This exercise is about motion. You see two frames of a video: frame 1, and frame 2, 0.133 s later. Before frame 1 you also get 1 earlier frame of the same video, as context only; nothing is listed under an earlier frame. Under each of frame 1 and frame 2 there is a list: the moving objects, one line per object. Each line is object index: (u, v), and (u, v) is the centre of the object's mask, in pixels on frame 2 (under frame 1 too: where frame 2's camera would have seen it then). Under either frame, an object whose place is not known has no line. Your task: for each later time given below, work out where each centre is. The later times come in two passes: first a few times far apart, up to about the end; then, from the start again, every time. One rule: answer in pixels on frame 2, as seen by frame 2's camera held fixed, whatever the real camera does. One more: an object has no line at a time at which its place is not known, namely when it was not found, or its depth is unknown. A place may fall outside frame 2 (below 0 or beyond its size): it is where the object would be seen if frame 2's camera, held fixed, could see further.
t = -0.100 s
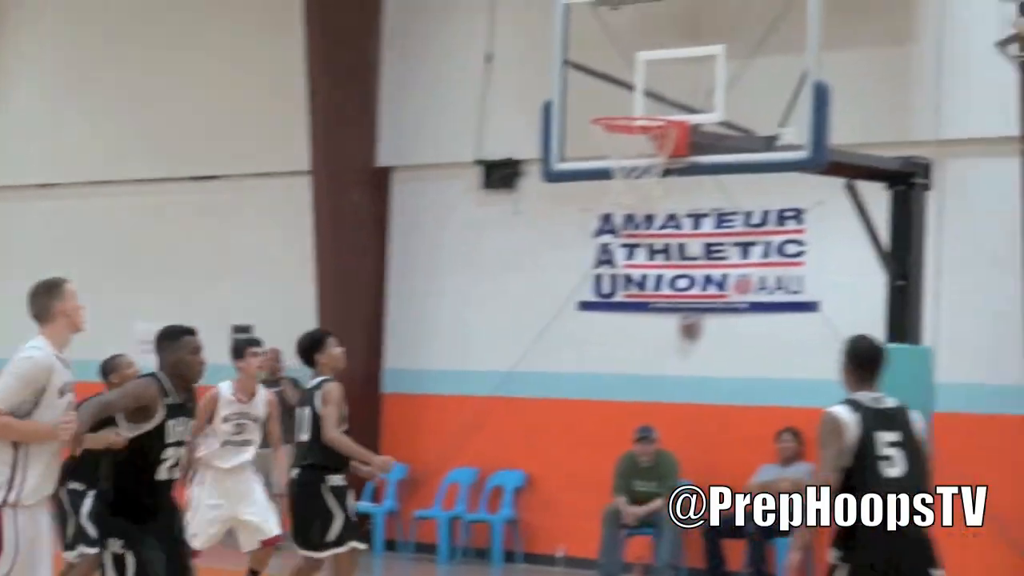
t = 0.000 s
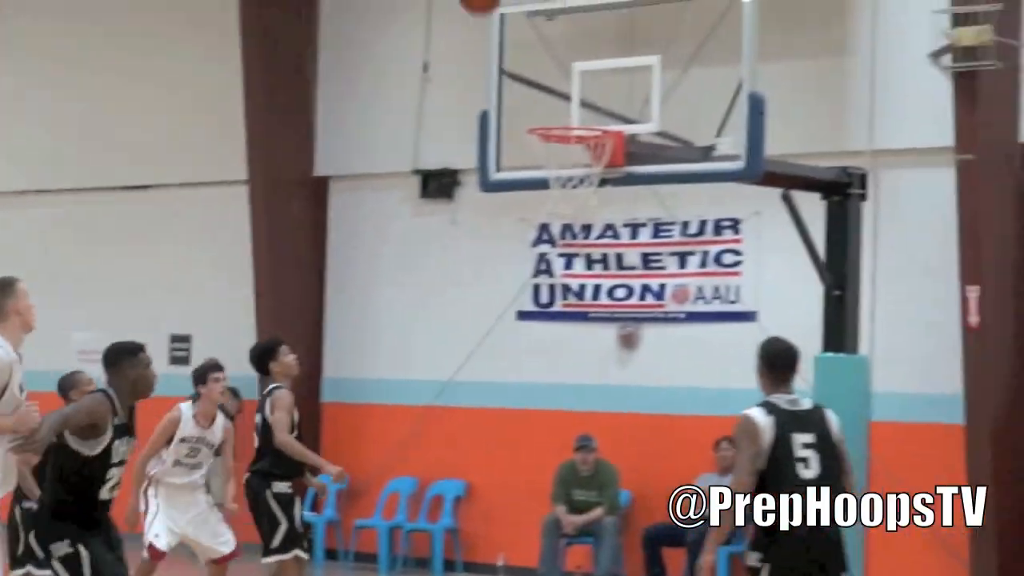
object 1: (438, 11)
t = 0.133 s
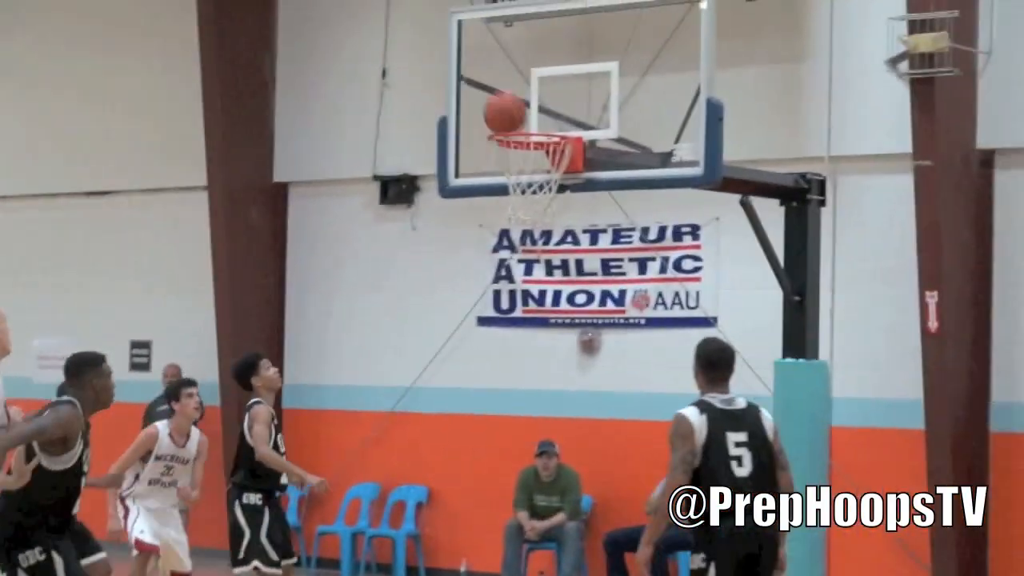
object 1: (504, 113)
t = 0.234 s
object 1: (537, 196)
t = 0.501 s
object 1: (568, 296)
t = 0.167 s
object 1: (521, 147)
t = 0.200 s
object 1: (532, 171)
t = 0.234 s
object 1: (537, 196)
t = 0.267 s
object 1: (544, 190)
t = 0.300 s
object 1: (548, 198)
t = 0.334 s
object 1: (552, 209)
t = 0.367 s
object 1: (555, 223)
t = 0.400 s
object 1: (558, 238)
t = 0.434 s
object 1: (561, 256)
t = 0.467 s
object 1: (564, 274)
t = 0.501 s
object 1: (568, 296)
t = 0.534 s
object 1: (571, 319)
